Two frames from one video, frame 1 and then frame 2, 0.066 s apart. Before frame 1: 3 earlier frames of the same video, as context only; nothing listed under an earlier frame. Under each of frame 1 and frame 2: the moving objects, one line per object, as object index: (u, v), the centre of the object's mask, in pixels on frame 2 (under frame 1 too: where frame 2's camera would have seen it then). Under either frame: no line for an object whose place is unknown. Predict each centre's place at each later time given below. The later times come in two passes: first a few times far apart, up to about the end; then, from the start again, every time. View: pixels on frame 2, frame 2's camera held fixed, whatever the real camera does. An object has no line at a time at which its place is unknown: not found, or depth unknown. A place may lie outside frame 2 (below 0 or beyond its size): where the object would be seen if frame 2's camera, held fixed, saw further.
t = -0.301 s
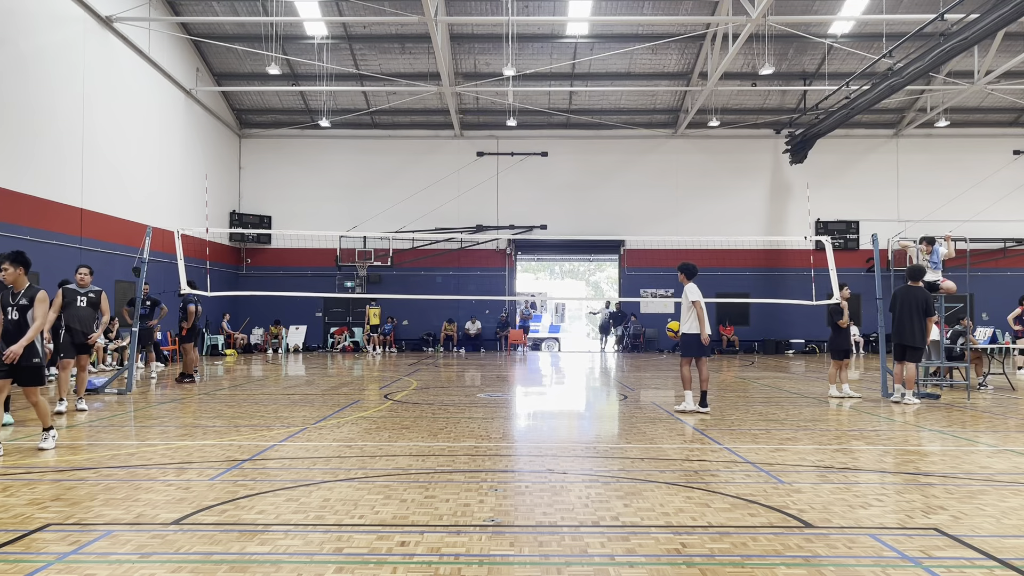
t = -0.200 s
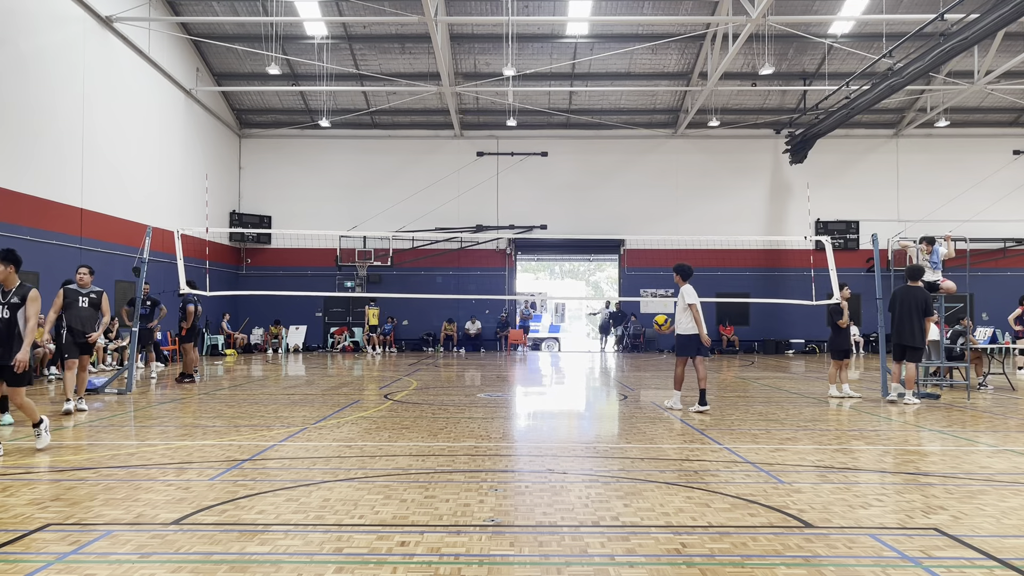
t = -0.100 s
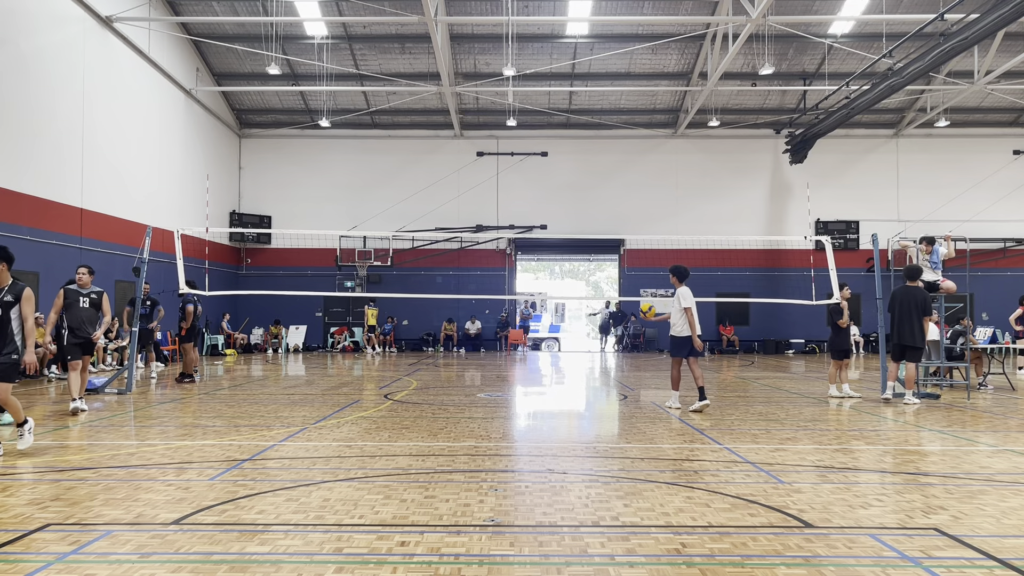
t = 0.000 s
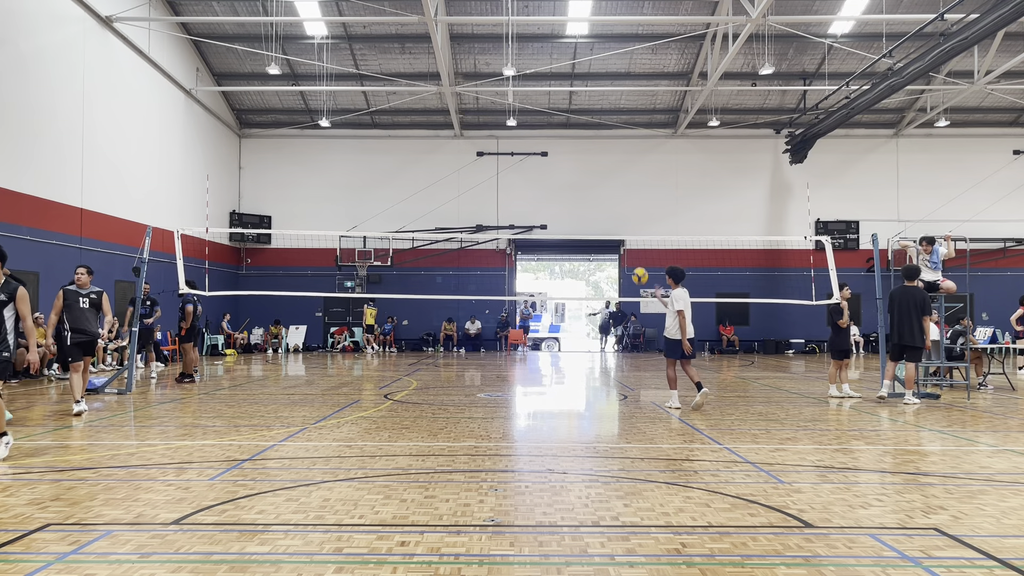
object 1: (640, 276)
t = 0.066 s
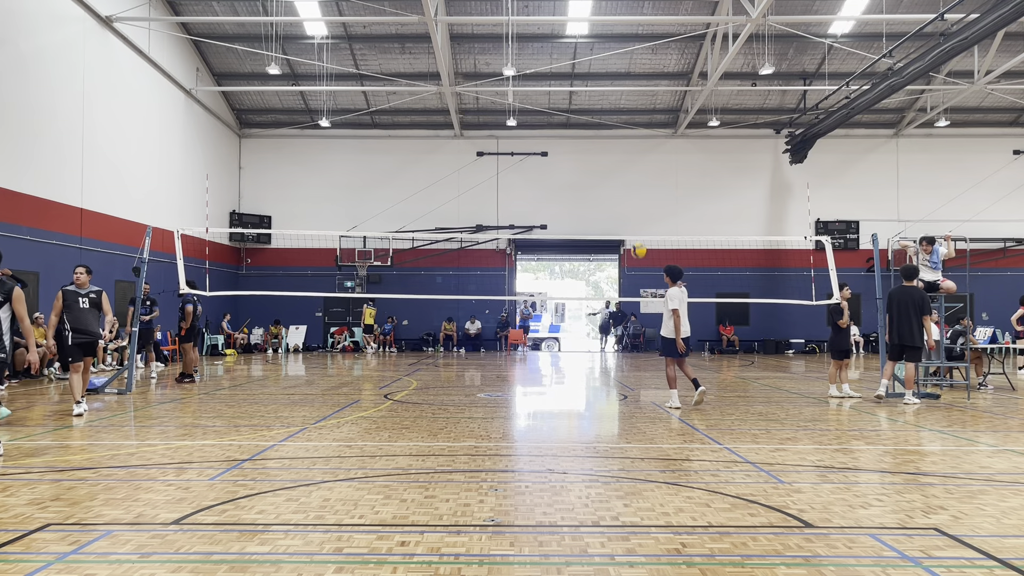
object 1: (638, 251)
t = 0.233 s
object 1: (636, 200)
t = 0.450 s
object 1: (631, 165)
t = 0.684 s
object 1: (626, 166)
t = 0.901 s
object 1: (622, 198)
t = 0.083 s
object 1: (638, 245)
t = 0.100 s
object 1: (638, 238)
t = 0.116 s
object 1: (638, 232)
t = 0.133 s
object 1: (637, 227)
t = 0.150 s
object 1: (637, 222)
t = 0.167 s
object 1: (637, 217)
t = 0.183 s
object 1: (636, 212)
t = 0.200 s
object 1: (636, 208)
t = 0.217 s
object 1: (636, 204)
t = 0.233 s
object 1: (636, 200)
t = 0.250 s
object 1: (635, 196)
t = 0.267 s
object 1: (635, 192)
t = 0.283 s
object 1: (635, 189)
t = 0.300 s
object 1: (634, 186)
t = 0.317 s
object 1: (634, 183)
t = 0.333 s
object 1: (634, 180)
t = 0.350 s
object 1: (633, 177)
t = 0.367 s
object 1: (633, 175)
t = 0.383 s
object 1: (632, 172)
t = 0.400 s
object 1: (632, 170)
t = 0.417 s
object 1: (632, 169)
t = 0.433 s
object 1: (631, 167)
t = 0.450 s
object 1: (631, 165)
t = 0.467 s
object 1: (631, 164)
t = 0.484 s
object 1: (631, 163)
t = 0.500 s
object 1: (630, 162)
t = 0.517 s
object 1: (630, 162)
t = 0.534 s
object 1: (630, 161)
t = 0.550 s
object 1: (629, 161)
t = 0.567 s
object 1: (629, 161)
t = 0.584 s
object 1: (628, 161)
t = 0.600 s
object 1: (628, 161)
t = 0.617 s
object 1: (628, 162)
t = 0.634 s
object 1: (627, 163)
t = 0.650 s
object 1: (627, 163)
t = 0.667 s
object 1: (627, 164)
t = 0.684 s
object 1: (626, 166)
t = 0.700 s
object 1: (626, 167)
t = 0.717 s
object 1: (626, 169)
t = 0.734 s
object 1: (626, 170)
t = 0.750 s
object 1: (625, 172)
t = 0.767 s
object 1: (625, 174)
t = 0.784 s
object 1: (624, 177)
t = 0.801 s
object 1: (624, 179)
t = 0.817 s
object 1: (624, 182)
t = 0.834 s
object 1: (623, 185)
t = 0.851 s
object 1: (623, 188)
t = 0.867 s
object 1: (623, 191)
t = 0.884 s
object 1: (623, 195)
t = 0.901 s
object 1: (622, 198)
